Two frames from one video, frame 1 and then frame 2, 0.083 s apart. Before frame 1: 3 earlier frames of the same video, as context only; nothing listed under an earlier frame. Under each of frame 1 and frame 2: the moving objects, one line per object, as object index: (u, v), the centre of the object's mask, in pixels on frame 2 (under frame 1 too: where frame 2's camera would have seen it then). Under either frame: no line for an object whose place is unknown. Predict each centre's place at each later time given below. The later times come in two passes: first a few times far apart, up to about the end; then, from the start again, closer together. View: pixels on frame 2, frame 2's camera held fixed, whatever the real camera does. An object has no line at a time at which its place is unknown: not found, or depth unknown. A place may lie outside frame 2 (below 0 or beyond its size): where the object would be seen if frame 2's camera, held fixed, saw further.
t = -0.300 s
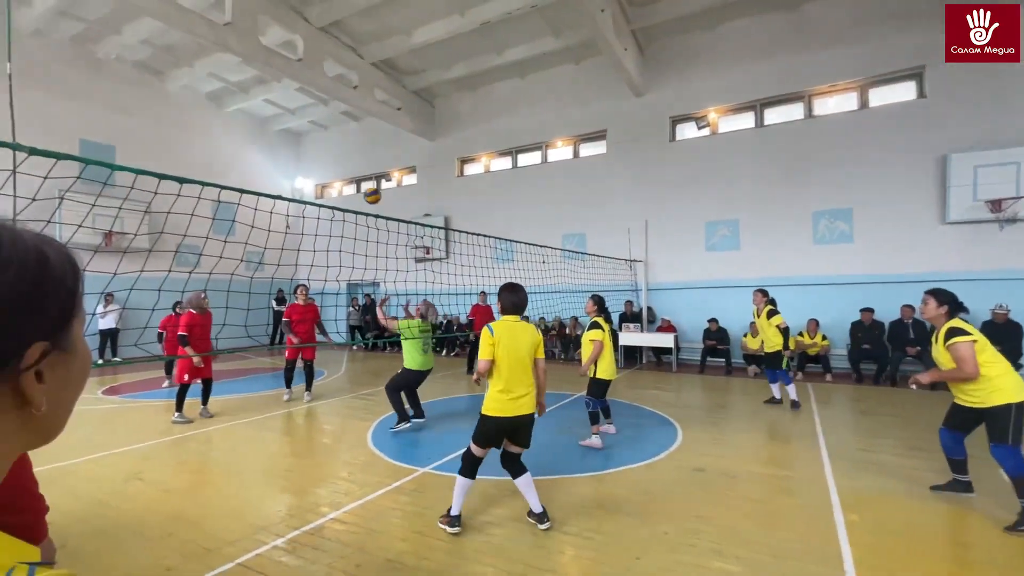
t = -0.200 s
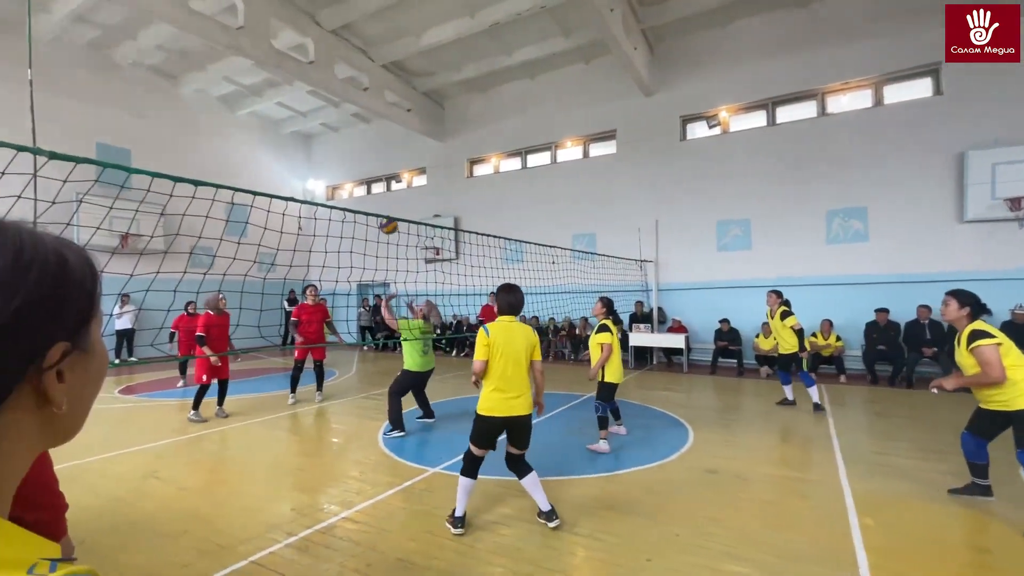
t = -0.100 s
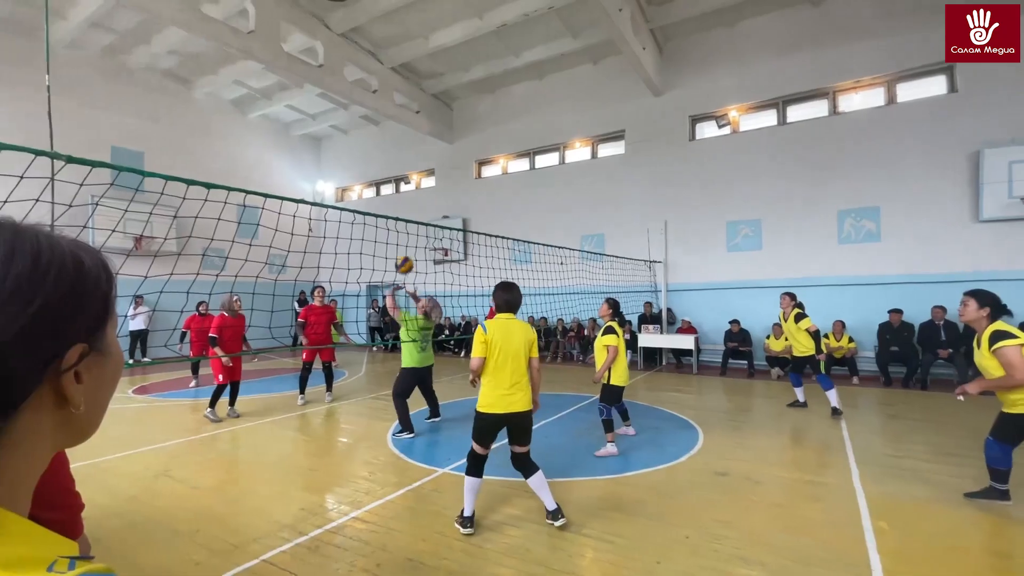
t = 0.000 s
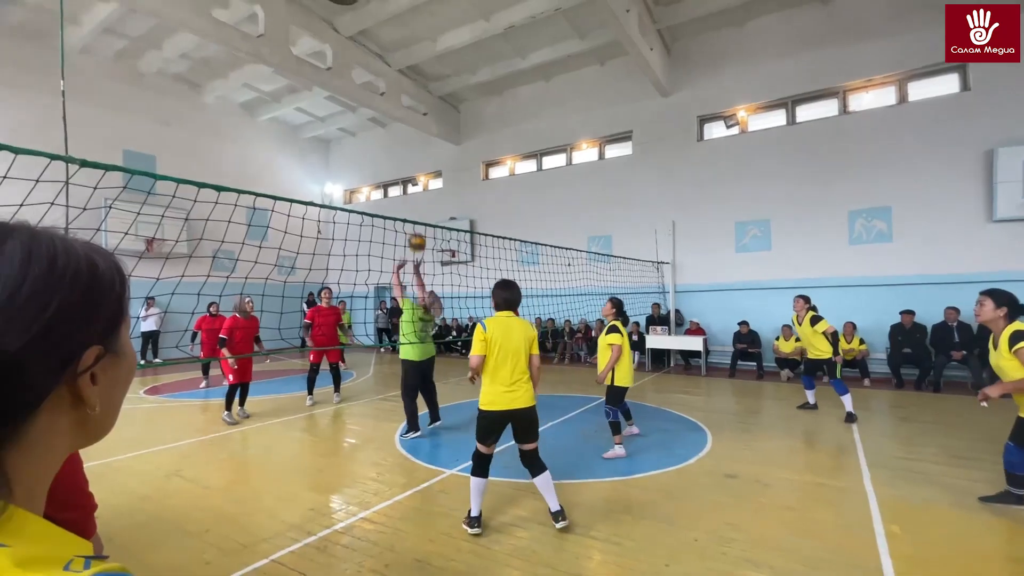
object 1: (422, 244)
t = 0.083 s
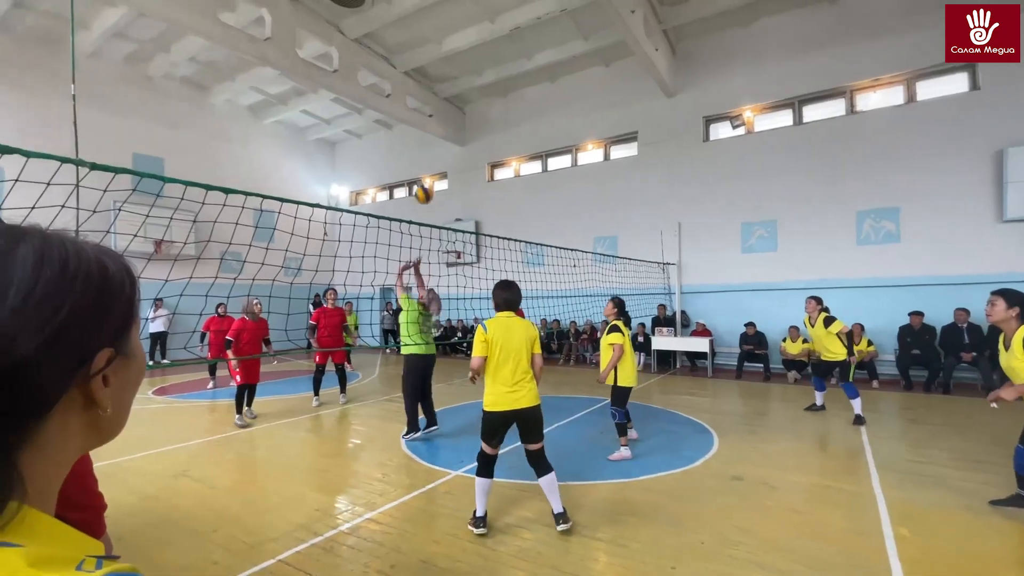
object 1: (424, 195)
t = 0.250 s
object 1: (426, 115)
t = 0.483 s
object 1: (428, 43)
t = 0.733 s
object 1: (433, 21)
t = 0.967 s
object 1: (436, 47)
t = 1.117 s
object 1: (440, 90)
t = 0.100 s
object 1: (424, 185)
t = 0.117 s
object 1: (423, 177)
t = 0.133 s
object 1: (424, 167)
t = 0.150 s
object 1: (424, 160)
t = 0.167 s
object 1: (425, 152)
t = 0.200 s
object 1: (425, 136)
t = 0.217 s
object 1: (425, 129)
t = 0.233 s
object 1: (426, 122)
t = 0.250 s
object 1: (426, 115)
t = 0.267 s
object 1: (426, 108)
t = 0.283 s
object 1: (425, 102)
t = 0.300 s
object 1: (426, 96)
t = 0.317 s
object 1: (426, 89)
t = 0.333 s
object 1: (426, 84)
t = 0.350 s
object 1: (426, 78)
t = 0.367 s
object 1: (427, 73)
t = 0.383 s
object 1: (426, 68)
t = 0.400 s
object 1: (427, 63)
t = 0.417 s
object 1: (427, 59)
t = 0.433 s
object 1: (427, 55)
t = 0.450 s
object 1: (427, 51)
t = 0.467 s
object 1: (428, 47)
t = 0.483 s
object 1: (428, 43)
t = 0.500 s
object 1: (429, 40)
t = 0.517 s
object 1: (429, 37)
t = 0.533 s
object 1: (429, 35)
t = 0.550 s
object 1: (430, 32)
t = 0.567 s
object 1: (430, 30)
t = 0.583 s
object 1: (430, 28)
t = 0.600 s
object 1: (430, 26)
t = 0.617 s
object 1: (431, 24)
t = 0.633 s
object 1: (431, 23)
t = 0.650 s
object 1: (431, 22)
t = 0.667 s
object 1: (432, 22)
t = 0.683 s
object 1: (432, 21)
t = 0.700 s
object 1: (432, 21)
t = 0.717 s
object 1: (432, 21)
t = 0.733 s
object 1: (433, 21)
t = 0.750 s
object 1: (433, 21)
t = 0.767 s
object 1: (433, 21)
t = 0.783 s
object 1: (433, 22)
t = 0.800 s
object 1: (434, 23)
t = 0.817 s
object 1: (434, 25)
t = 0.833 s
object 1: (434, 26)
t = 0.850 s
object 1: (434, 28)
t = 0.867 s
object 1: (435, 30)
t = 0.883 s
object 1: (435, 32)
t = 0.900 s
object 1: (435, 34)
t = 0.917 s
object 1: (436, 37)
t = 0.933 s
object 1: (436, 40)
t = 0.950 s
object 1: (436, 44)
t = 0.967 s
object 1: (436, 47)
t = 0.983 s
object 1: (437, 51)
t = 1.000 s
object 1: (437, 54)
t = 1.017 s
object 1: (438, 59)
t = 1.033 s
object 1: (438, 63)
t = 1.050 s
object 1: (438, 68)
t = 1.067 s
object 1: (438, 73)
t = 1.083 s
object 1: (439, 78)
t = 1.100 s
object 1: (439, 84)
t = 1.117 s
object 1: (440, 90)
